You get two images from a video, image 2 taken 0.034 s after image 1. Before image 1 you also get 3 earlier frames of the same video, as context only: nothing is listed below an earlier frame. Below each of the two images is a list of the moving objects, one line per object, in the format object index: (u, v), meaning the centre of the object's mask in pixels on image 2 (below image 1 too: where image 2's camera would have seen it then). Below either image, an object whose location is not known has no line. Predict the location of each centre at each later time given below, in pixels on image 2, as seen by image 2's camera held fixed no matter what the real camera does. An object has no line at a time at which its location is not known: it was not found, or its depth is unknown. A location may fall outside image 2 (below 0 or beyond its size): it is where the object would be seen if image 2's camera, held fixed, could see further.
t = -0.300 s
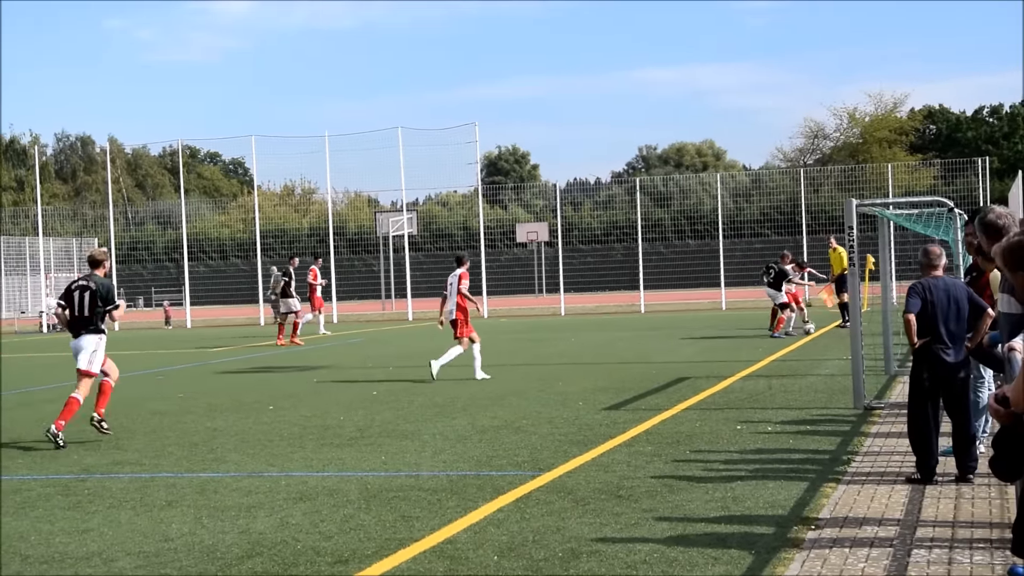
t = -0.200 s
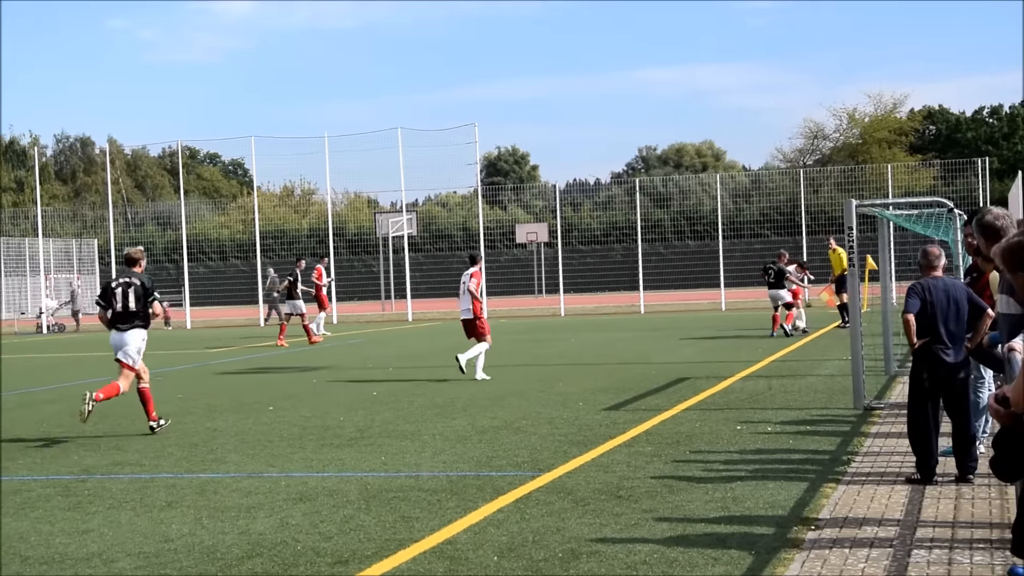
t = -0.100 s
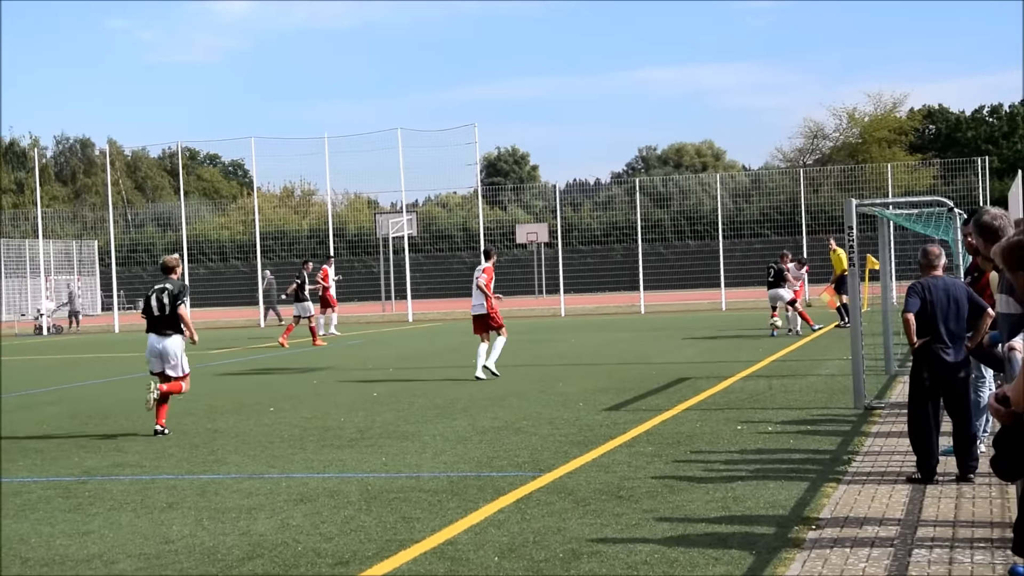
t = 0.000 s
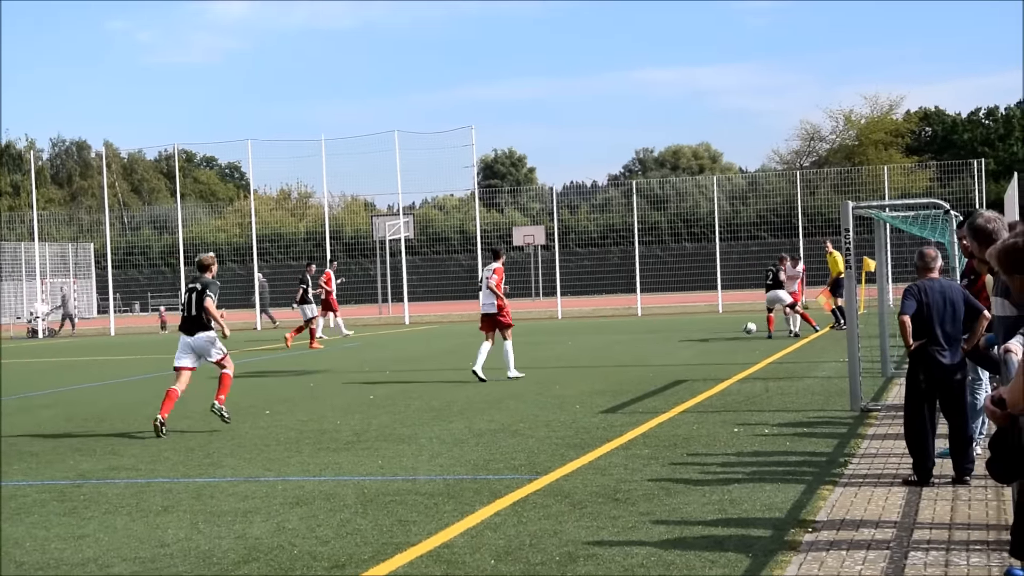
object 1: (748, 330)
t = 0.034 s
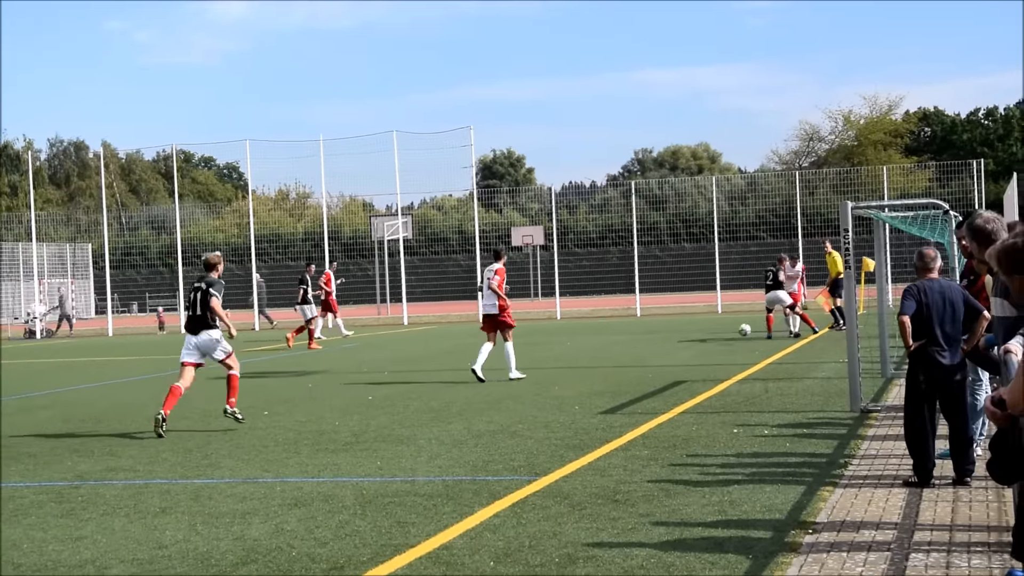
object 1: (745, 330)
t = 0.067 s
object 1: (737, 328)
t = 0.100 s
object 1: (730, 334)
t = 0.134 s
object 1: (726, 337)
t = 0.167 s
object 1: (719, 340)
